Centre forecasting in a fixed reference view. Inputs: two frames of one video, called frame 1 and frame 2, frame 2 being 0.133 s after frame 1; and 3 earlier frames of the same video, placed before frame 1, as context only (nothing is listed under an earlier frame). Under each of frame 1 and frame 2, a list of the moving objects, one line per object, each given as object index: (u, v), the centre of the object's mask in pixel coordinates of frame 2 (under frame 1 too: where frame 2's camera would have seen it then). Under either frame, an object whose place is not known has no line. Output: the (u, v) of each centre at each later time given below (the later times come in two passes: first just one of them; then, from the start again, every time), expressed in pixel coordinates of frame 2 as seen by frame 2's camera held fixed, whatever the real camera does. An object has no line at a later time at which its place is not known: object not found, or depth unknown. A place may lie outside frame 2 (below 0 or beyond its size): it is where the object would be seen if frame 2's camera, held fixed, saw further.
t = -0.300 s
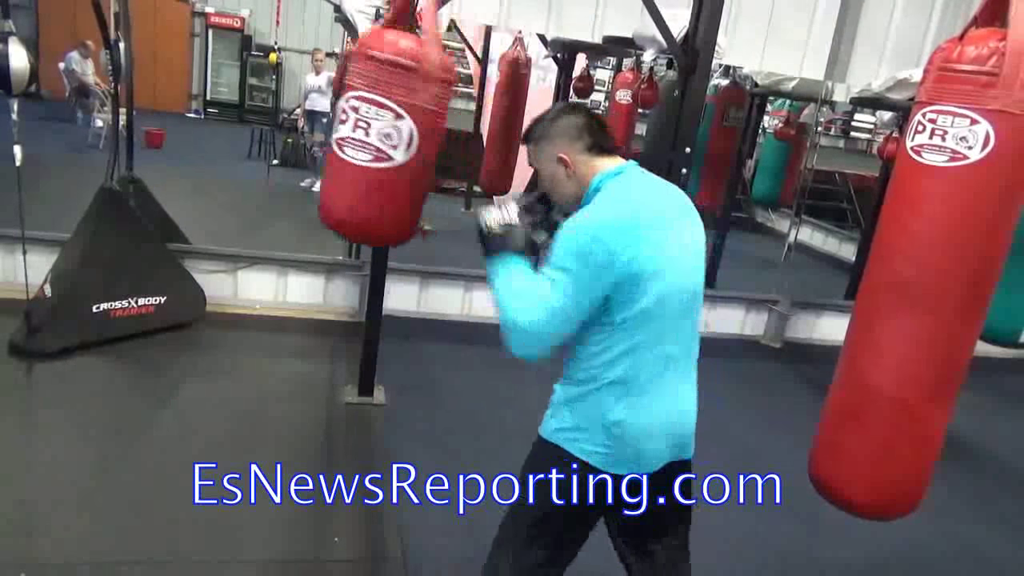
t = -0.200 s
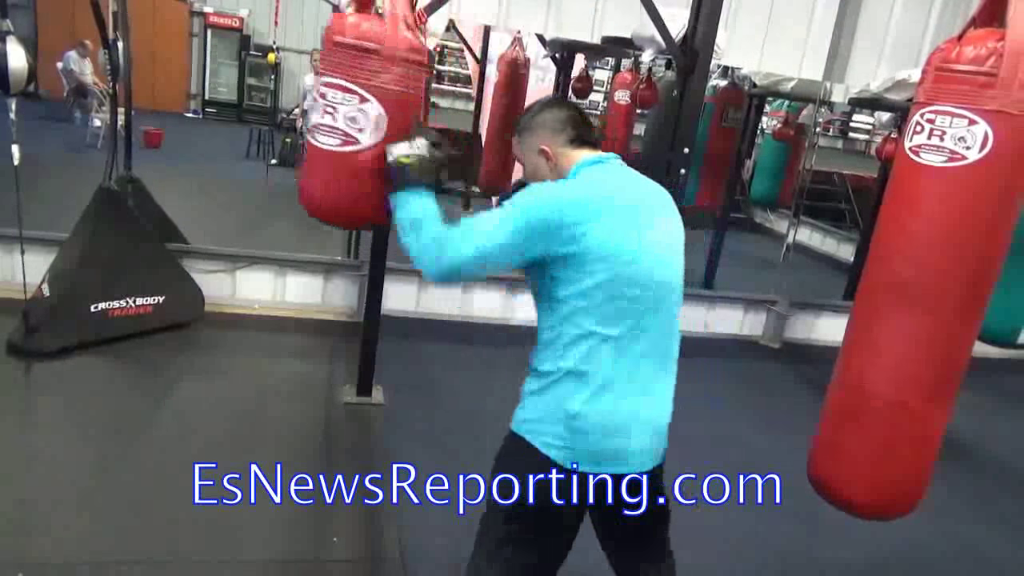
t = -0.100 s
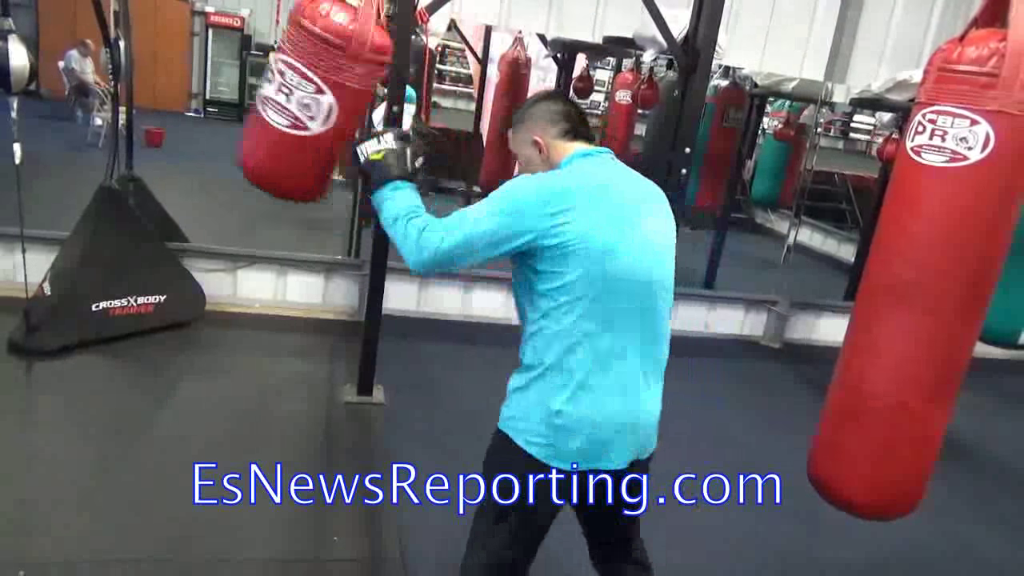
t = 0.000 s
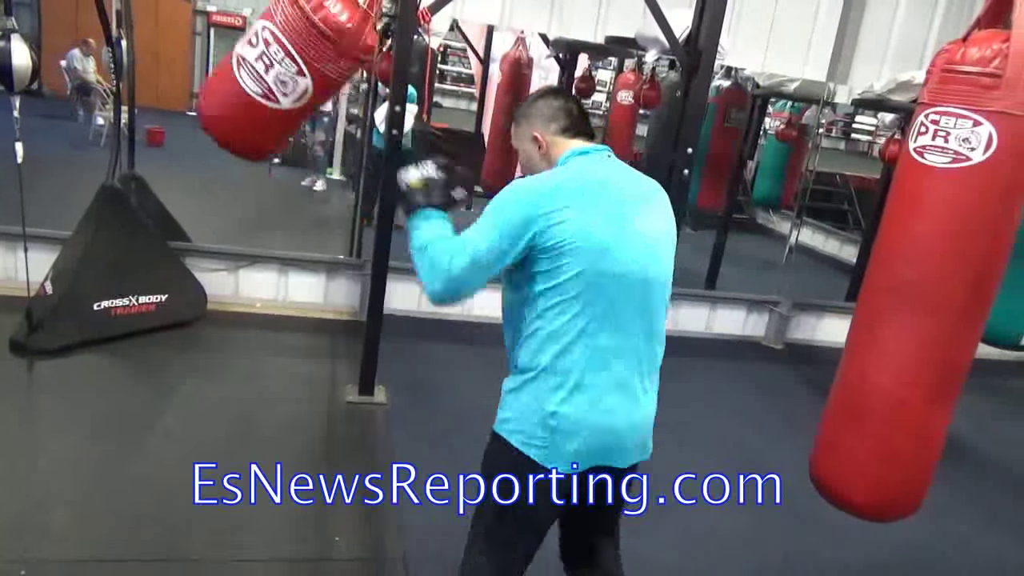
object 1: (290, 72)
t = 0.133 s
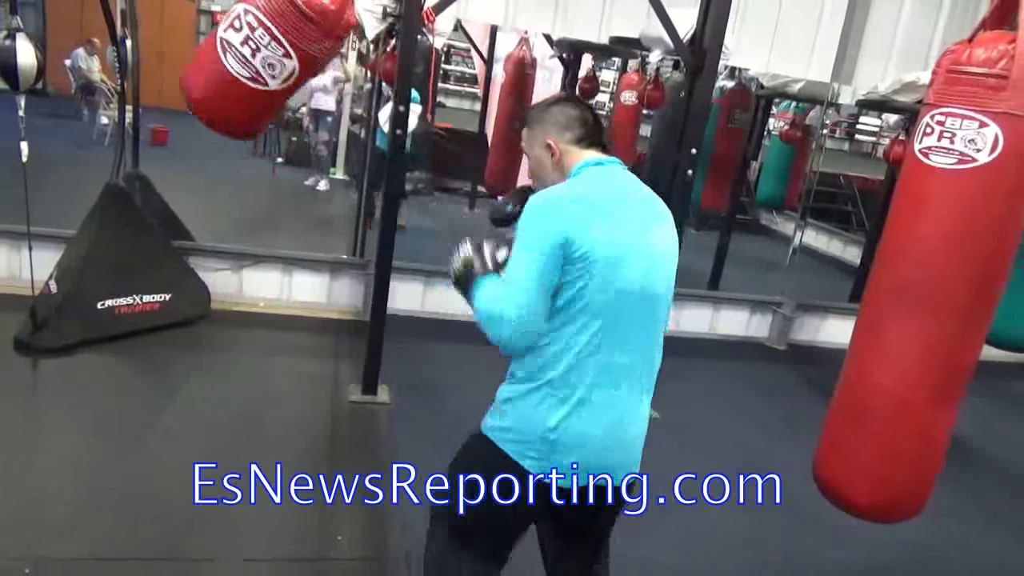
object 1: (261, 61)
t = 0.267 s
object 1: (268, 62)
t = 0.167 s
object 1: (260, 61)
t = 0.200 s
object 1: (261, 61)
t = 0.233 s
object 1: (264, 61)
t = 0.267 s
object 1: (268, 62)
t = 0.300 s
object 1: (272, 63)
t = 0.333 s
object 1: (278, 66)
